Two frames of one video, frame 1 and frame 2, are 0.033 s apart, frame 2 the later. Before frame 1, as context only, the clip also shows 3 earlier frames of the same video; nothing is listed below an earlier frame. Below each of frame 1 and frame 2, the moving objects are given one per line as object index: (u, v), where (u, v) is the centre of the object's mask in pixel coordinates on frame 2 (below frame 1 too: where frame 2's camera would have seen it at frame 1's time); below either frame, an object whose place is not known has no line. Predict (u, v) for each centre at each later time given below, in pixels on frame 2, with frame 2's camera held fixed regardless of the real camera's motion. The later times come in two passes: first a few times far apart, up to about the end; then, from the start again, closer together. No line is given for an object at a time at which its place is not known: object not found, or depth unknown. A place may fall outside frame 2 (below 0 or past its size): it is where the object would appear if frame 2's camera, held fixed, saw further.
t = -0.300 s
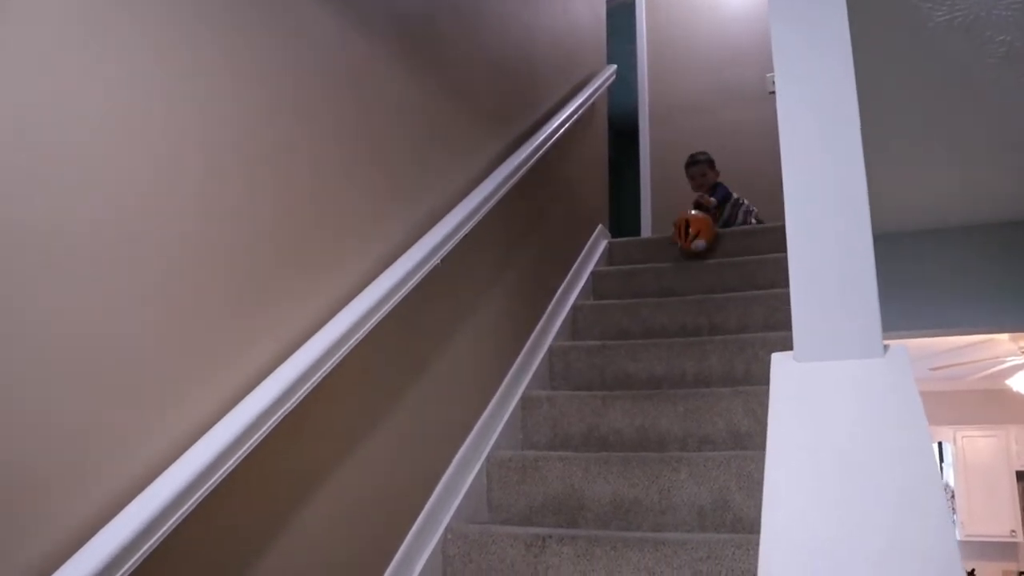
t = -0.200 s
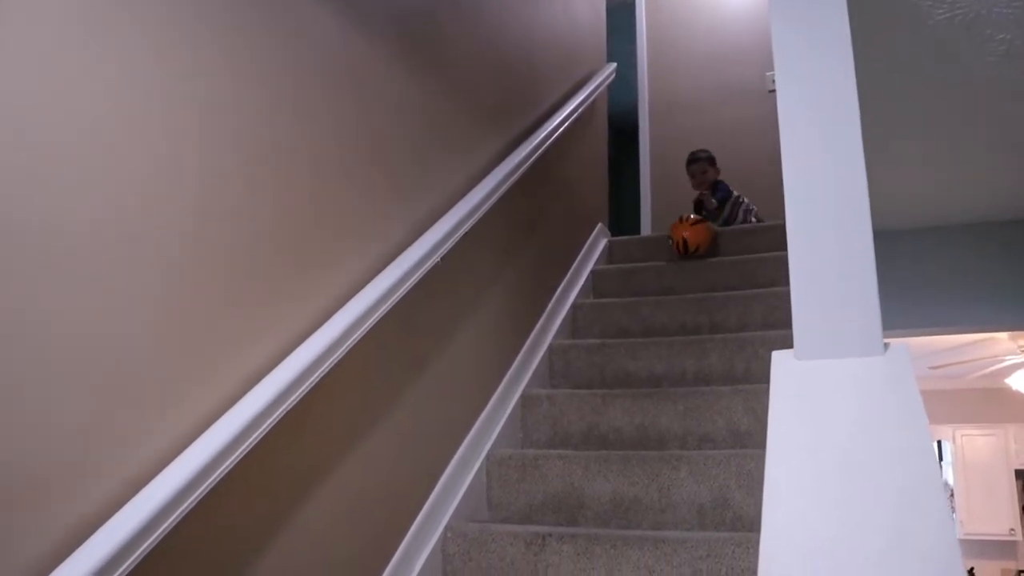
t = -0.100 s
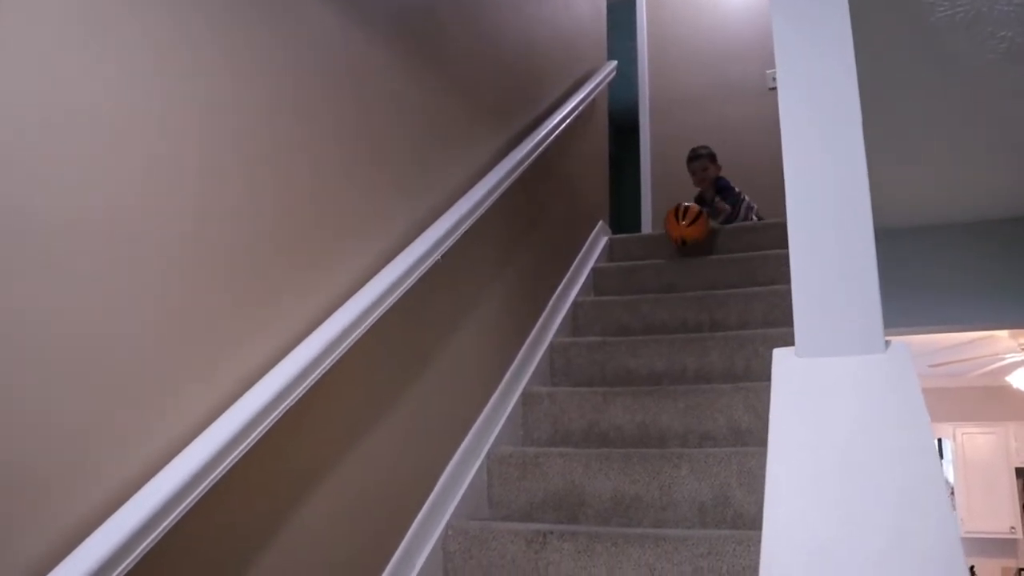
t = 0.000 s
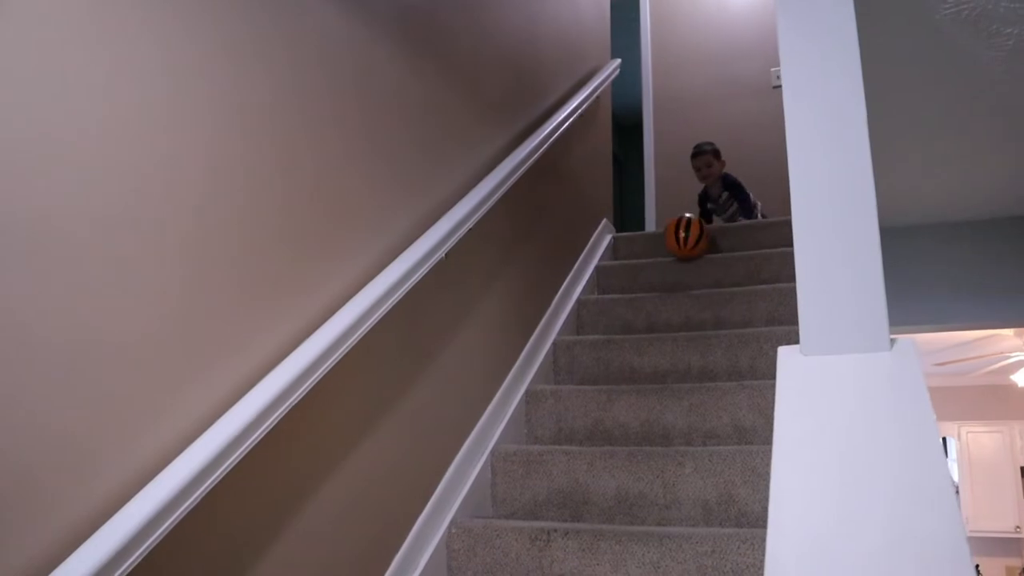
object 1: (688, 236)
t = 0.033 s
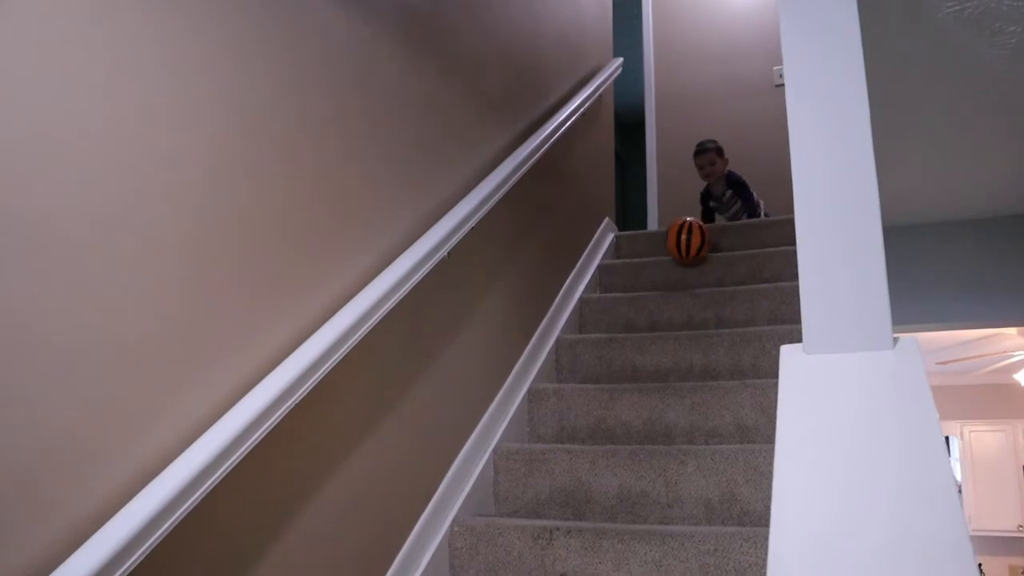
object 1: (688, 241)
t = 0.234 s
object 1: (679, 251)
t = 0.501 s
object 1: (667, 301)
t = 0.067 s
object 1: (686, 245)
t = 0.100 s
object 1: (684, 253)
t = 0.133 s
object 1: (684, 263)
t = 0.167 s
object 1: (682, 267)
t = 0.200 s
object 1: (680, 257)
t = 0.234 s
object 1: (679, 251)
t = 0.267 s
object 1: (679, 247)
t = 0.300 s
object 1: (677, 245)
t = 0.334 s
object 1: (675, 246)
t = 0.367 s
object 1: (674, 249)
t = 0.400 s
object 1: (672, 257)
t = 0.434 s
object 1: (670, 268)
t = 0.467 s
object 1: (669, 281)
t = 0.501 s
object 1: (667, 301)
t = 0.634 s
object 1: (658, 334)
